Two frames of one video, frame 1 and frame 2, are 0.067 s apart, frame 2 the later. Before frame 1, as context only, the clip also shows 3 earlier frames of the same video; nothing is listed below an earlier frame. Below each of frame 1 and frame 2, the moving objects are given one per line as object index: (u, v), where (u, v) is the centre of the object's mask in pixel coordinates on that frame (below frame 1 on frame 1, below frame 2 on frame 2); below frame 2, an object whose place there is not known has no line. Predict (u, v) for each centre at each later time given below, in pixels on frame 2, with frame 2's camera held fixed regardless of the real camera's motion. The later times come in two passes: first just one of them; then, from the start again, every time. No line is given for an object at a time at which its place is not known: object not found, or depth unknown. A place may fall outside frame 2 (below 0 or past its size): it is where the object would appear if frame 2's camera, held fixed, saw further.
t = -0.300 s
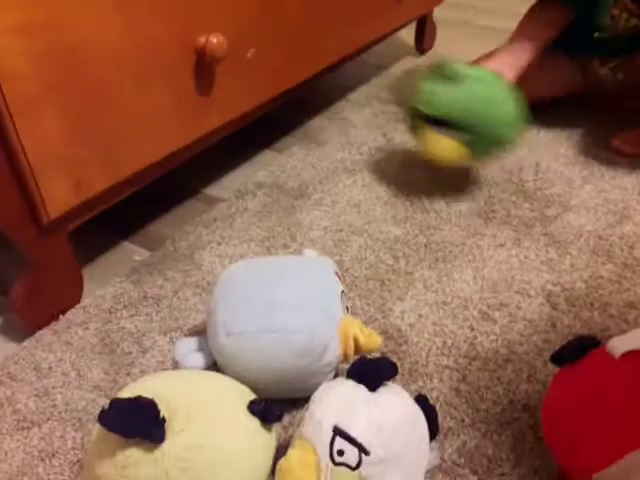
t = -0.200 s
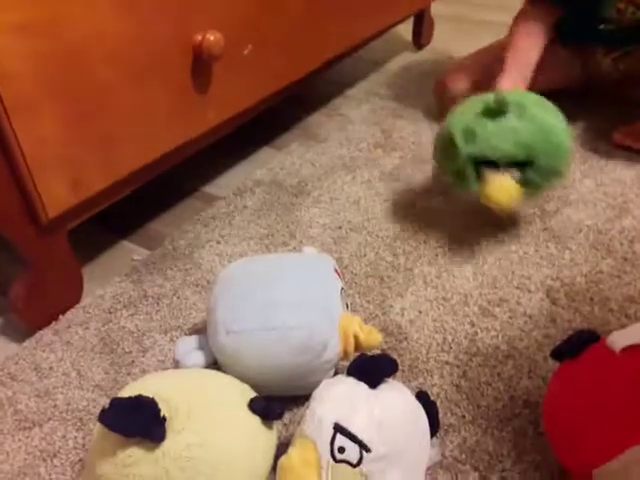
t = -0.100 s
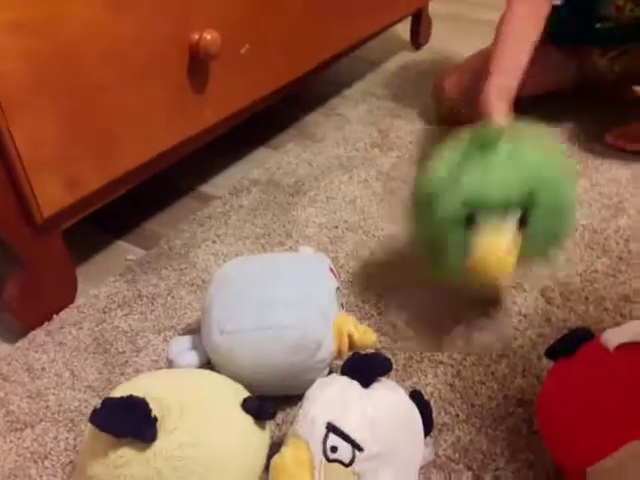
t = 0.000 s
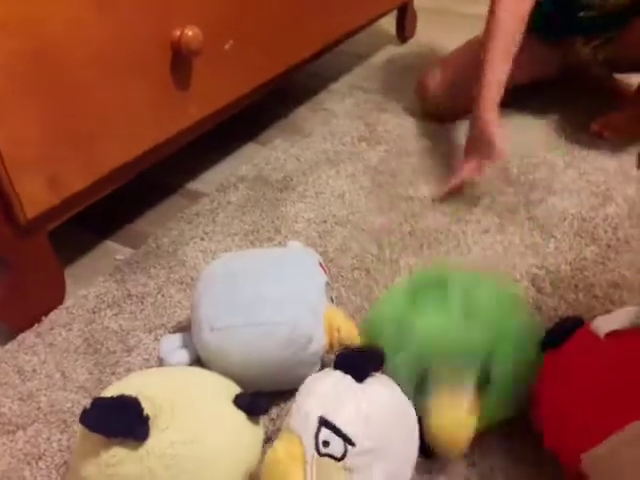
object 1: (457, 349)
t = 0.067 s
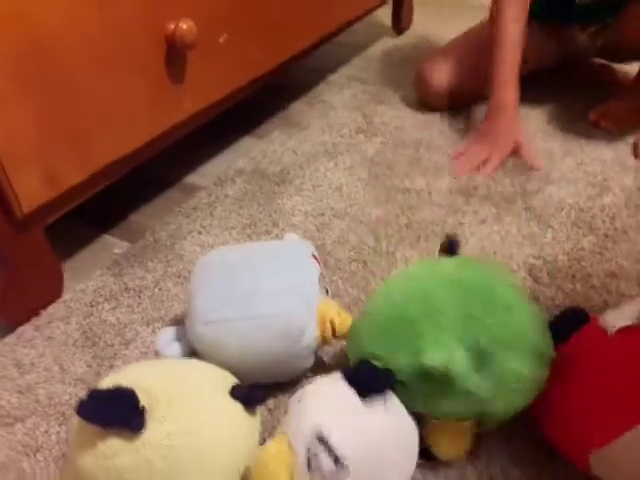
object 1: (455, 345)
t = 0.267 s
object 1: (447, 350)
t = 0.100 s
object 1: (458, 344)
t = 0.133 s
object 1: (459, 341)
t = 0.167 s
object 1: (456, 344)
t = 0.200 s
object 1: (453, 343)
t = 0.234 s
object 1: (450, 347)
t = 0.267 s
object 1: (447, 350)
